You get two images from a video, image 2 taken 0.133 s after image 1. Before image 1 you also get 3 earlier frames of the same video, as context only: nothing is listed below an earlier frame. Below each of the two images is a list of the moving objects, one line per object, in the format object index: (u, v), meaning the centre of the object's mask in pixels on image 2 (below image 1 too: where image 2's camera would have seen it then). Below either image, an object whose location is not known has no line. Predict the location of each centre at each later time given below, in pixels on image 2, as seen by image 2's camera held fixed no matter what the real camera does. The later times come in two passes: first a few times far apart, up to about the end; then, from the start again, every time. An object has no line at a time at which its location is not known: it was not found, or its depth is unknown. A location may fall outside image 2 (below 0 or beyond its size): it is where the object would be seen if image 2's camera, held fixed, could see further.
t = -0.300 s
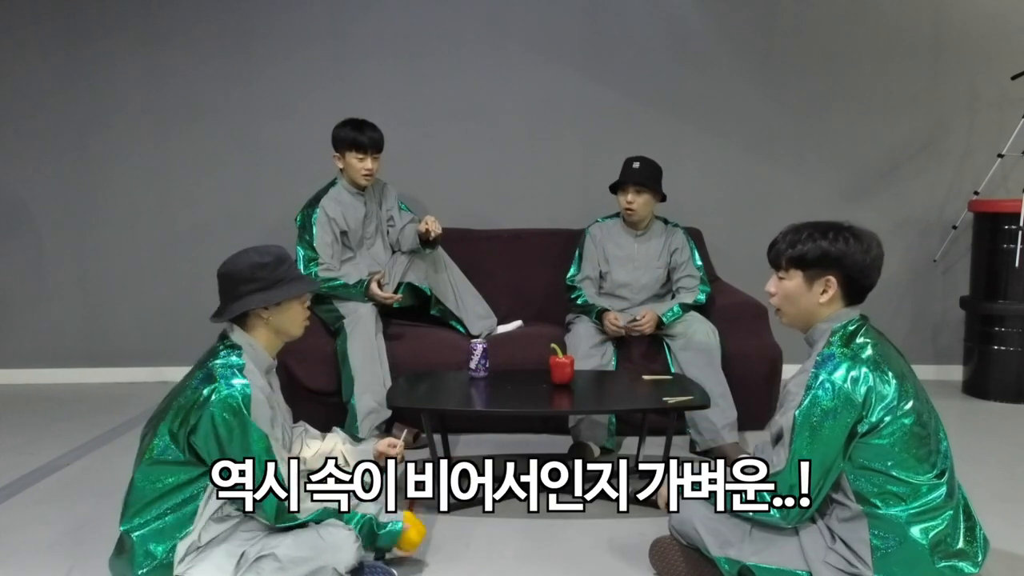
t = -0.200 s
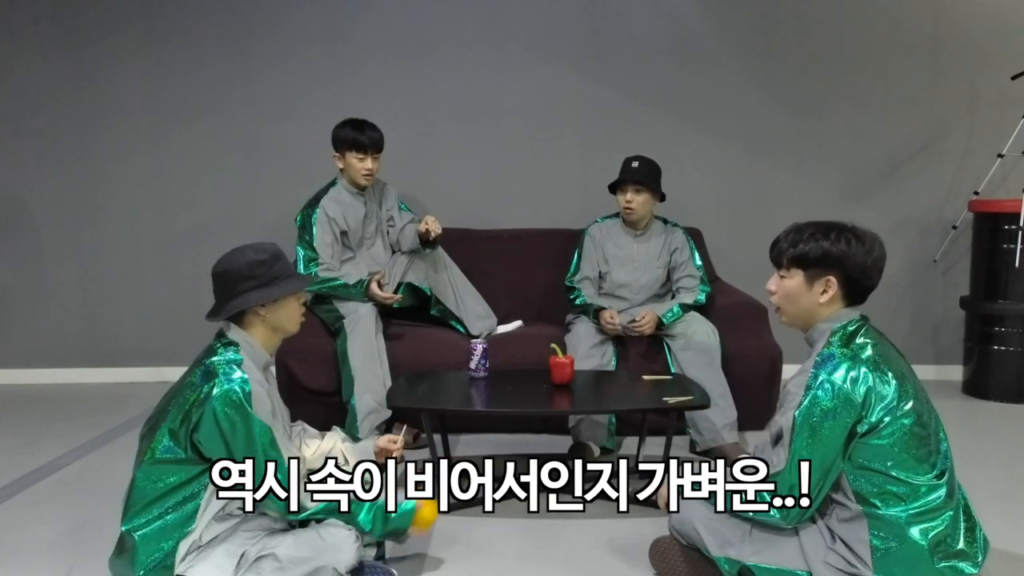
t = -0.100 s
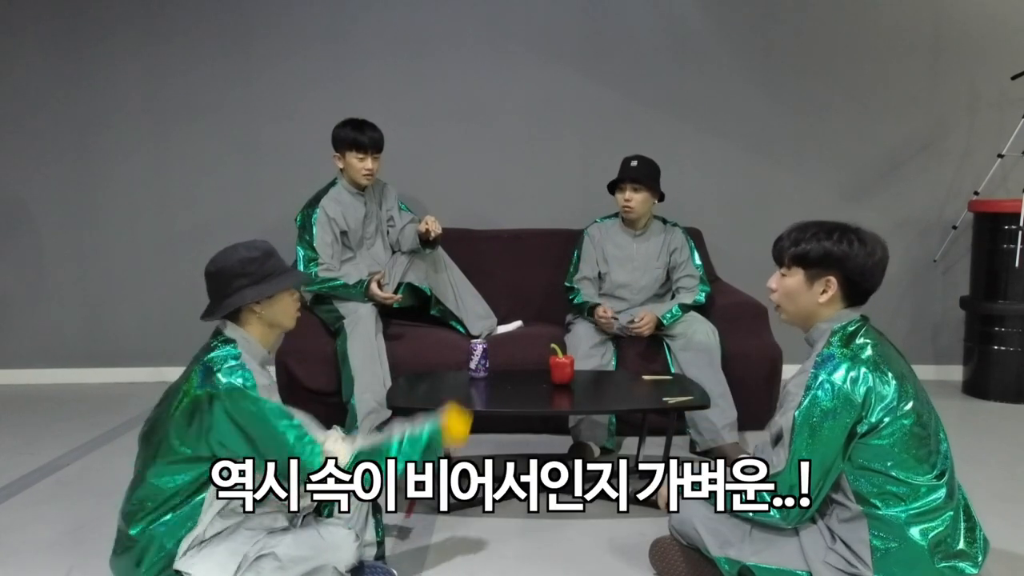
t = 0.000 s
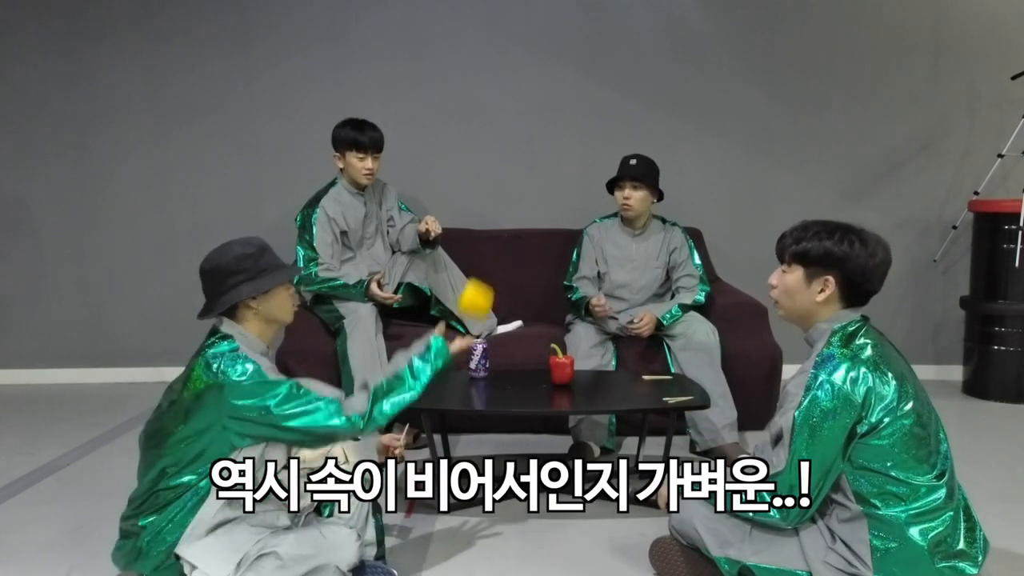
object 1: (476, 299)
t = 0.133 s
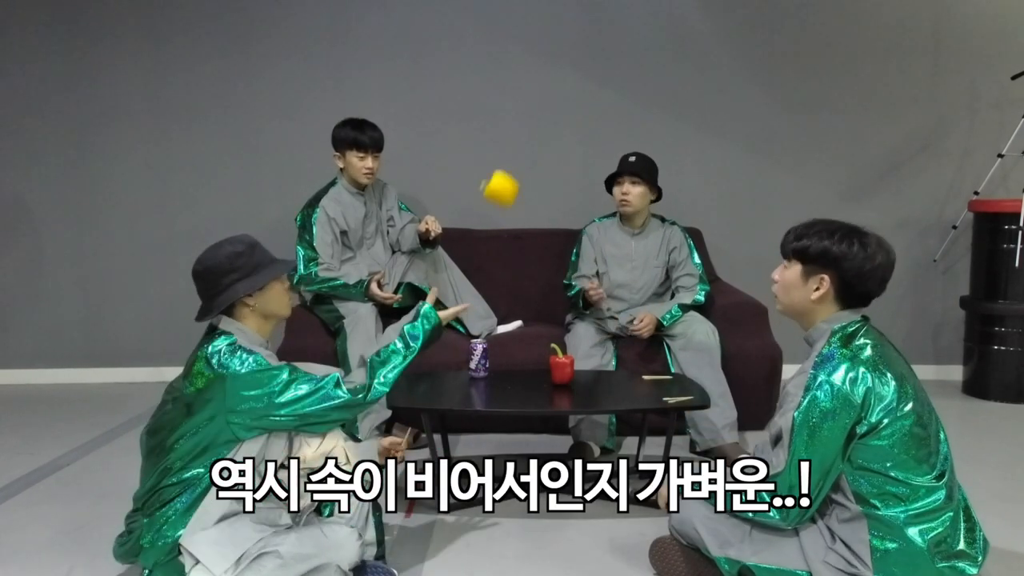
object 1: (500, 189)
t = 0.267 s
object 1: (524, 146)
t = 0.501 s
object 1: (558, 203)
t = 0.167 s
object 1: (506, 172)
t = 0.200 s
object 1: (512, 159)
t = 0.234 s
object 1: (518, 151)
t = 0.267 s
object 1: (524, 146)
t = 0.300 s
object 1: (529, 144)
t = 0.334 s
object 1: (534, 146)
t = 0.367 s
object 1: (539, 152)
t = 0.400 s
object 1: (544, 160)
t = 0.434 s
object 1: (549, 172)
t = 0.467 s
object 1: (554, 186)
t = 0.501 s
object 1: (558, 203)
